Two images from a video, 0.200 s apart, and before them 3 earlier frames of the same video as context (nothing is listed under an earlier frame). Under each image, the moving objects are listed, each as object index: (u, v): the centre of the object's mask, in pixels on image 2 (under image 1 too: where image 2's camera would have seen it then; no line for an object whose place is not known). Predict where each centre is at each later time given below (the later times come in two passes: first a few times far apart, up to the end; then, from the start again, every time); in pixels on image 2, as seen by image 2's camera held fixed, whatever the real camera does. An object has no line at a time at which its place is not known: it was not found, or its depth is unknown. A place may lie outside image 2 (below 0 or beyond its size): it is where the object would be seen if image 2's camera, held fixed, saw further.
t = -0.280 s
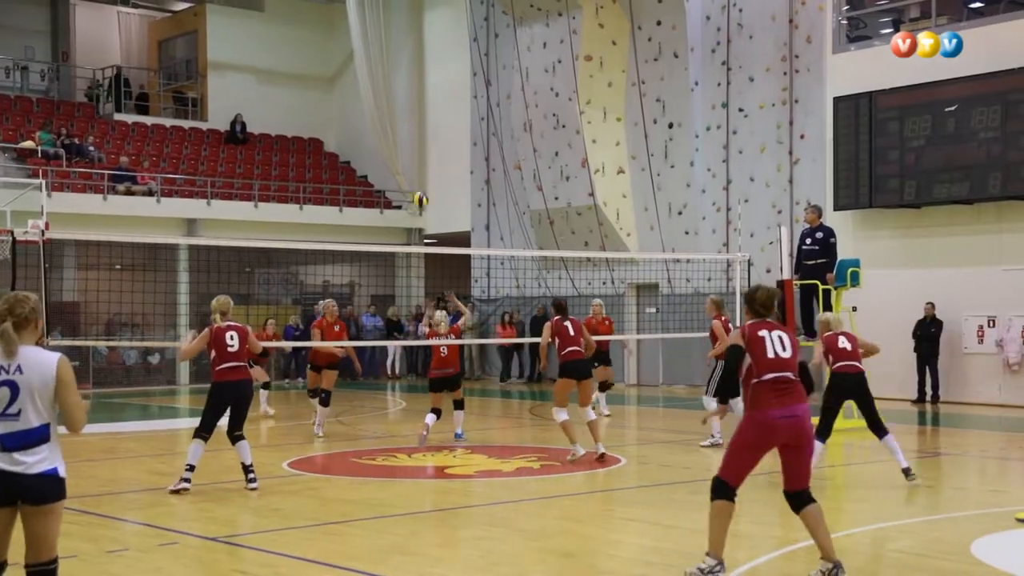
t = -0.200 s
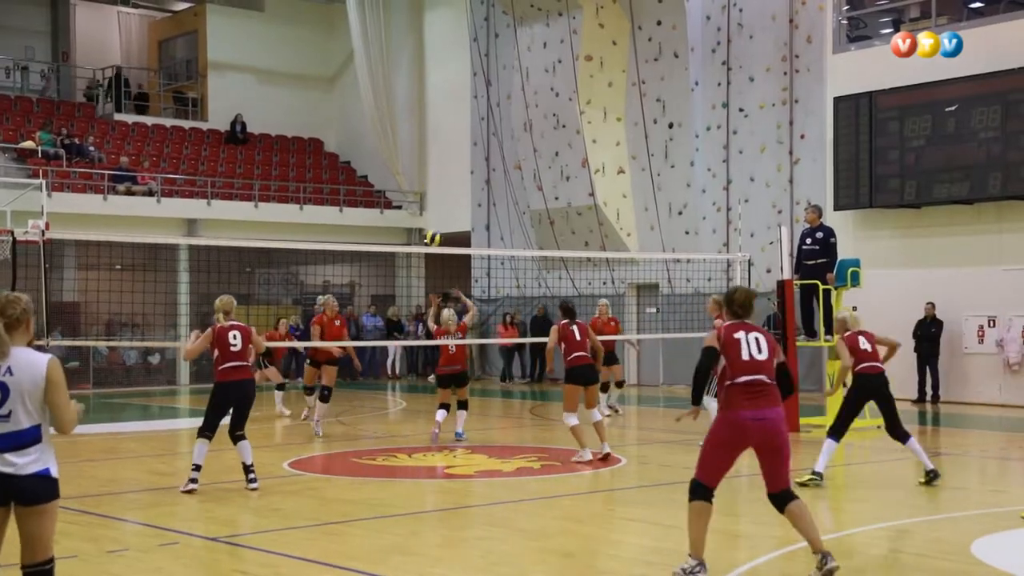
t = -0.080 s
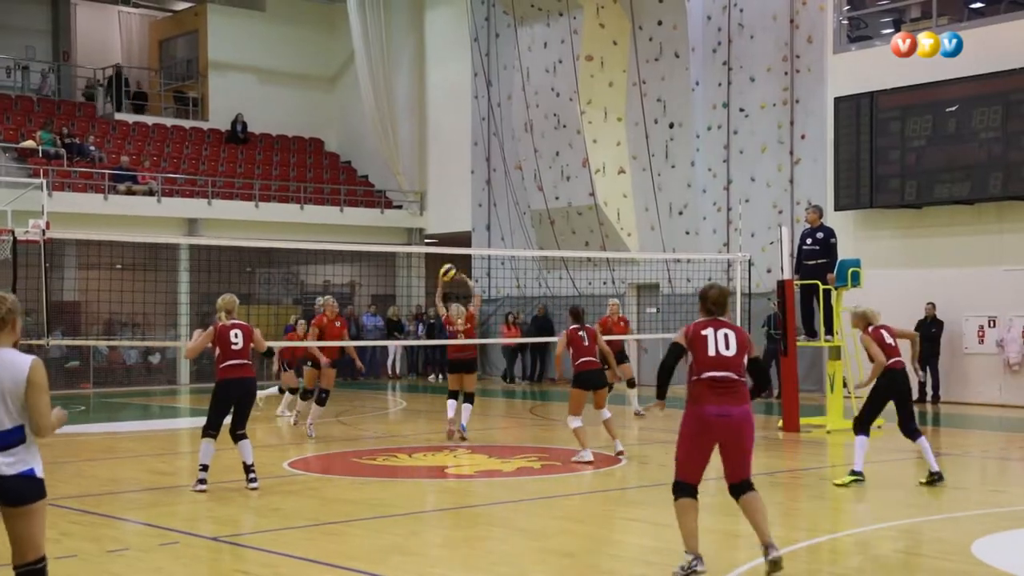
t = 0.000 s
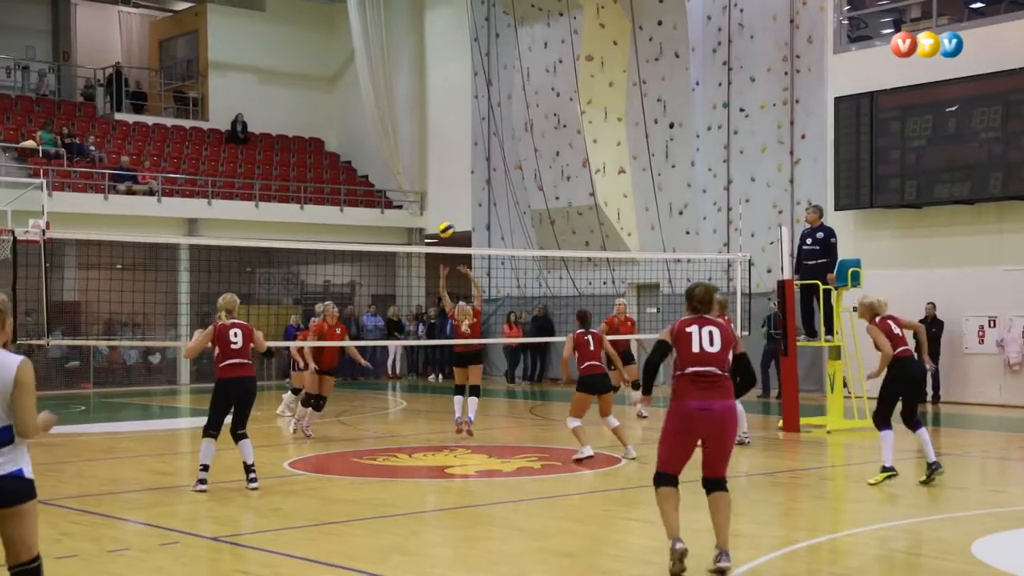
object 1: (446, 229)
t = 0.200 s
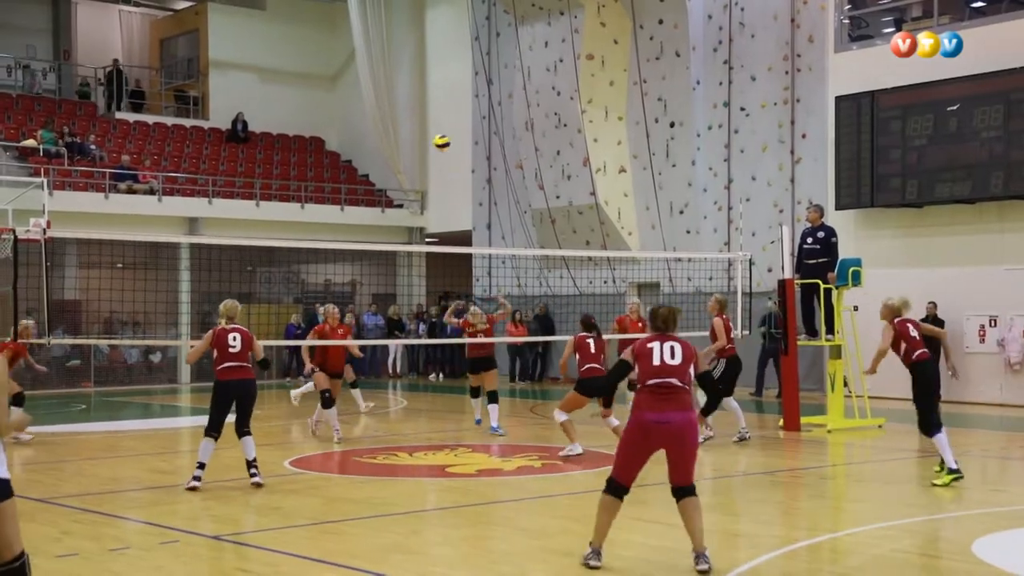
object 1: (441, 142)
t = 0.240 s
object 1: (440, 129)
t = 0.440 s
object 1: (435, 82)
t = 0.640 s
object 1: (430, 67)
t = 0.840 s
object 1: (424, 84)
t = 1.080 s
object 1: (419, 149)
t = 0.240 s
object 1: (440, 129)
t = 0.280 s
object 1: (439, 117)
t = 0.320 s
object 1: (438, 106)
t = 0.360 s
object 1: (437, 97)
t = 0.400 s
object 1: (436, 89)
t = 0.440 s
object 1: (435, 82)
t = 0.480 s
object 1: (434, 77)
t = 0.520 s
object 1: (433, 73)
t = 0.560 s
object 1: (431, 69)
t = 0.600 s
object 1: (431, 68)
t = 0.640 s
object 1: (430, 67)
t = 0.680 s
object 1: (428, 68)
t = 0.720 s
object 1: (427, 70)
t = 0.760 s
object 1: (426, 73)
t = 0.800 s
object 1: (425, 78)
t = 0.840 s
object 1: (424, 84)
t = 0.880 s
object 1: (423, 92)
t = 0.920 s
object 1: (422, 101)
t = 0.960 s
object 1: (421, 111)
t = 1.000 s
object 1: (420, 122)
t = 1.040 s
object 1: (419, 135)
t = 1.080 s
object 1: (419, 149)
